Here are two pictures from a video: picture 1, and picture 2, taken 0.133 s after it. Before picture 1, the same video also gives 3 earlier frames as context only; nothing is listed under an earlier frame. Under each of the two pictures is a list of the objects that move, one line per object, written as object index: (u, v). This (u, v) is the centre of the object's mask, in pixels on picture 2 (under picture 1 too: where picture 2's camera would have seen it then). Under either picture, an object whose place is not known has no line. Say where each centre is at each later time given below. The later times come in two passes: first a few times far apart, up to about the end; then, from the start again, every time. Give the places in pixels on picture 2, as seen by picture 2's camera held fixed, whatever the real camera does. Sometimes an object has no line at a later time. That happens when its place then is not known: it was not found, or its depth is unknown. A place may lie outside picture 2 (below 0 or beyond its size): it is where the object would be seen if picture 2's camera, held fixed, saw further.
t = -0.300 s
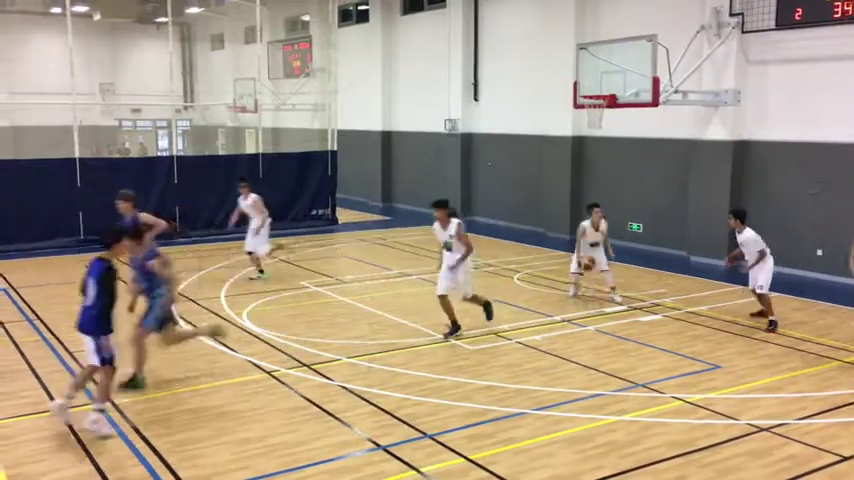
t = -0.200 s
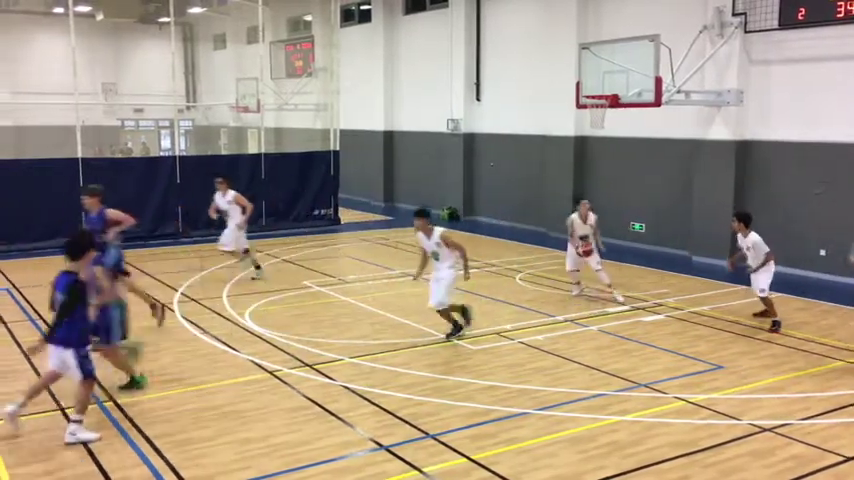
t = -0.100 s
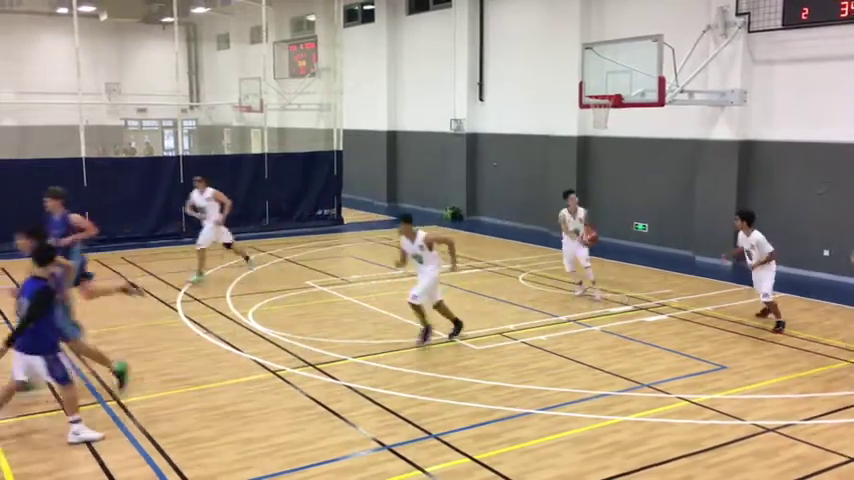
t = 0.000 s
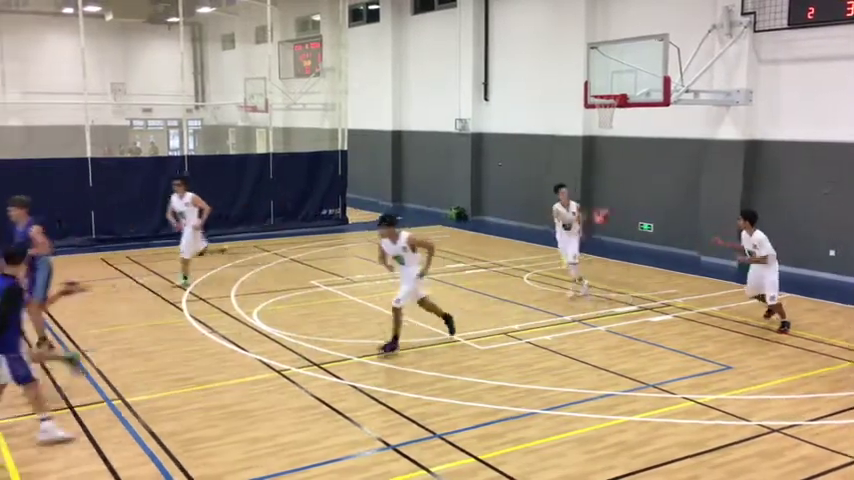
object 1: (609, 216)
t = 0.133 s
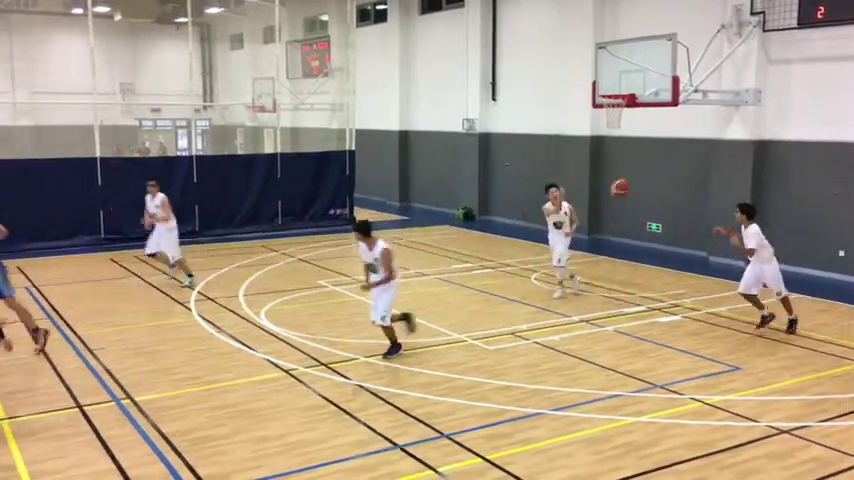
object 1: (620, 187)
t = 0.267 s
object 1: (631, 169)
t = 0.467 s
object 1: (648, 166)
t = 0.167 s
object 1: (623, 182)
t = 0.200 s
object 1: (626, 178)
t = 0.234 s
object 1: (628, 173)
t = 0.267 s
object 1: (631, 169)
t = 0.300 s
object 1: (634, 166)
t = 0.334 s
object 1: (635, 165)
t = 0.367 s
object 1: (640, 164)
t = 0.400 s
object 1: (642, 165)
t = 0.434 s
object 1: (648, 167)
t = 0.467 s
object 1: (648, 166)
